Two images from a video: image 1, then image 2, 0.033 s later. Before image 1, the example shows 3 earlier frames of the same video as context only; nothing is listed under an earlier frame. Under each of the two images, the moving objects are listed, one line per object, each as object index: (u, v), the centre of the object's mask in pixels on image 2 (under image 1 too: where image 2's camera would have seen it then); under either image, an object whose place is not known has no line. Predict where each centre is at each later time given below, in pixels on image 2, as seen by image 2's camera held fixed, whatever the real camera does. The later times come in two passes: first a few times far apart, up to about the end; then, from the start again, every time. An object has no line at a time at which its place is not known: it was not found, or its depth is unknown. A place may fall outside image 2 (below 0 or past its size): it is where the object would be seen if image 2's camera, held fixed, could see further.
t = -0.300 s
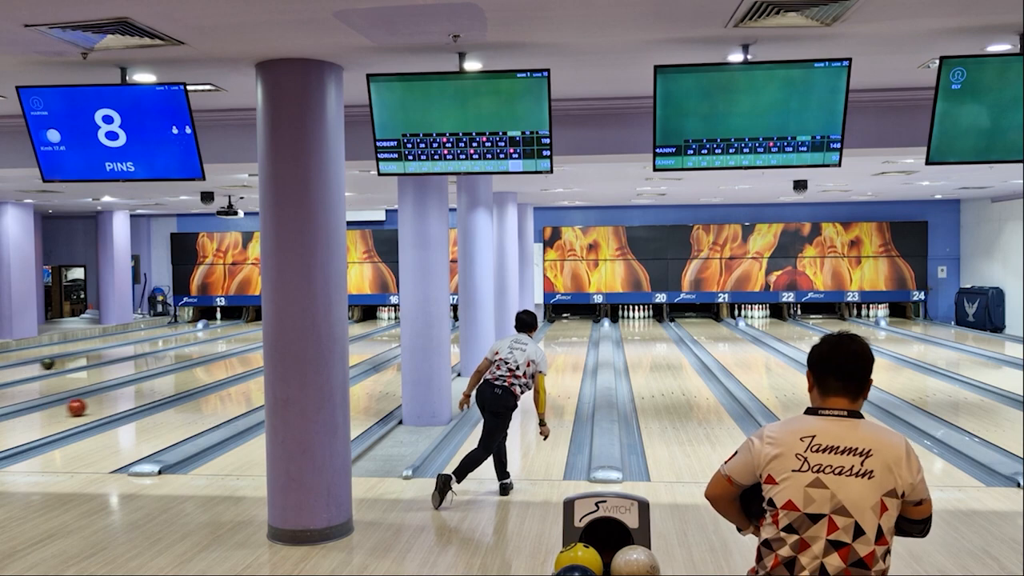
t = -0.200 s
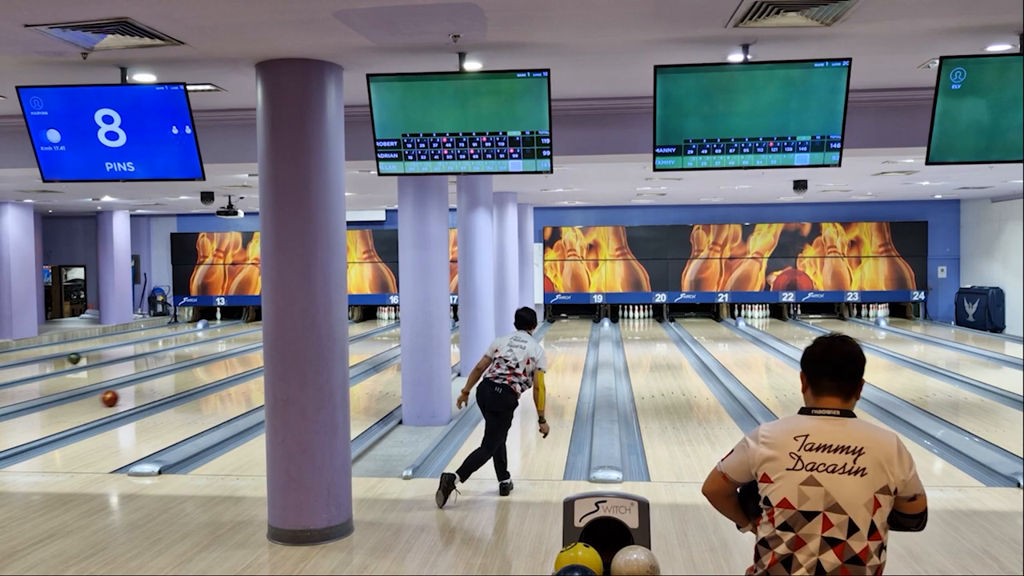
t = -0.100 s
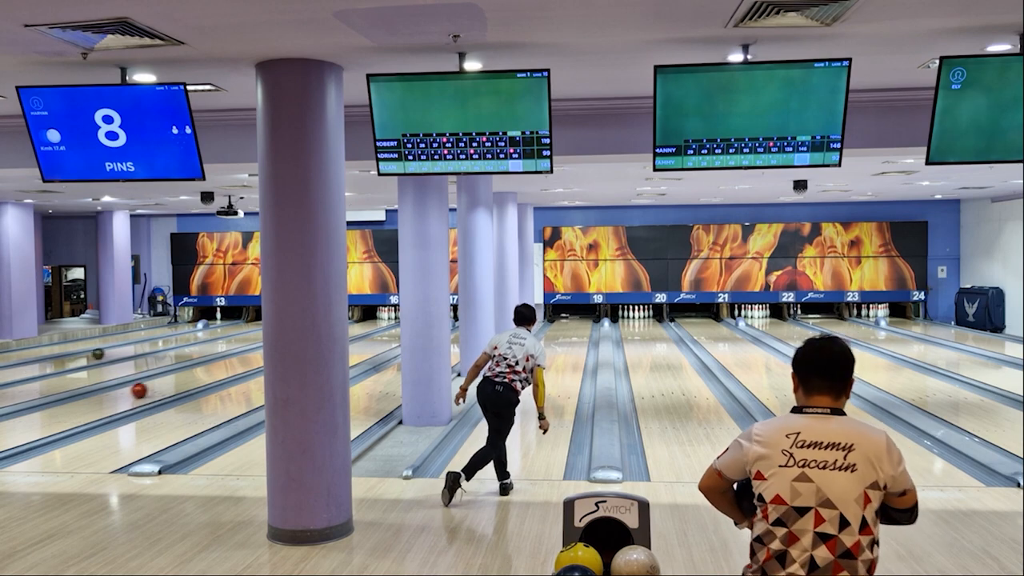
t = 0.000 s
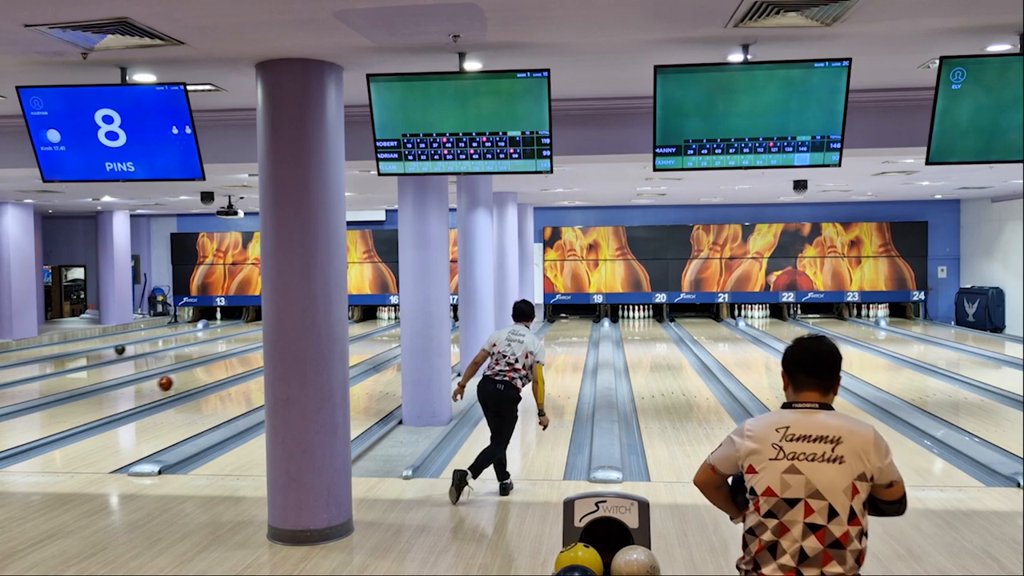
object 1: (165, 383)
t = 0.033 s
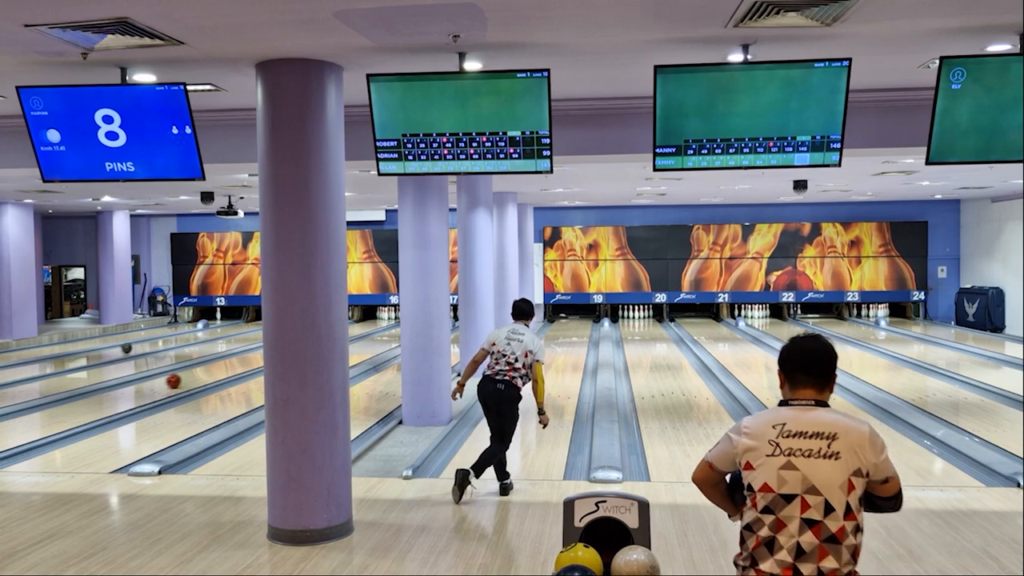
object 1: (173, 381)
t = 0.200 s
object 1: (209, 371)
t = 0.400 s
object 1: (245, 361)
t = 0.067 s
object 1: (181, 379)
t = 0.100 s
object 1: (188, 377)
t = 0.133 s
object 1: (195, 375)
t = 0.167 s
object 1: (203, 372)
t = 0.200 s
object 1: (209, 371)
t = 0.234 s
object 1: (216, 369)
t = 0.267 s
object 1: (222, 367)
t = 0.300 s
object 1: (228, 365)
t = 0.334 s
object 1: (234, 364)
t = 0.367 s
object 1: (240, 362)
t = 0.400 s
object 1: (245, 361)
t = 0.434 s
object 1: (251, 359)
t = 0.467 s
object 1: (256, 358)
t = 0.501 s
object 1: (259, 356)
